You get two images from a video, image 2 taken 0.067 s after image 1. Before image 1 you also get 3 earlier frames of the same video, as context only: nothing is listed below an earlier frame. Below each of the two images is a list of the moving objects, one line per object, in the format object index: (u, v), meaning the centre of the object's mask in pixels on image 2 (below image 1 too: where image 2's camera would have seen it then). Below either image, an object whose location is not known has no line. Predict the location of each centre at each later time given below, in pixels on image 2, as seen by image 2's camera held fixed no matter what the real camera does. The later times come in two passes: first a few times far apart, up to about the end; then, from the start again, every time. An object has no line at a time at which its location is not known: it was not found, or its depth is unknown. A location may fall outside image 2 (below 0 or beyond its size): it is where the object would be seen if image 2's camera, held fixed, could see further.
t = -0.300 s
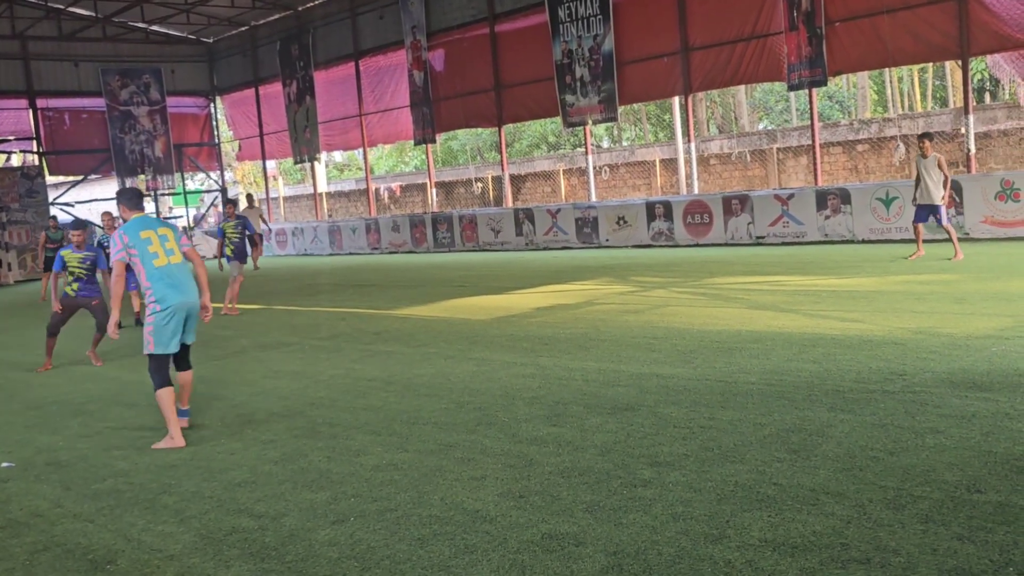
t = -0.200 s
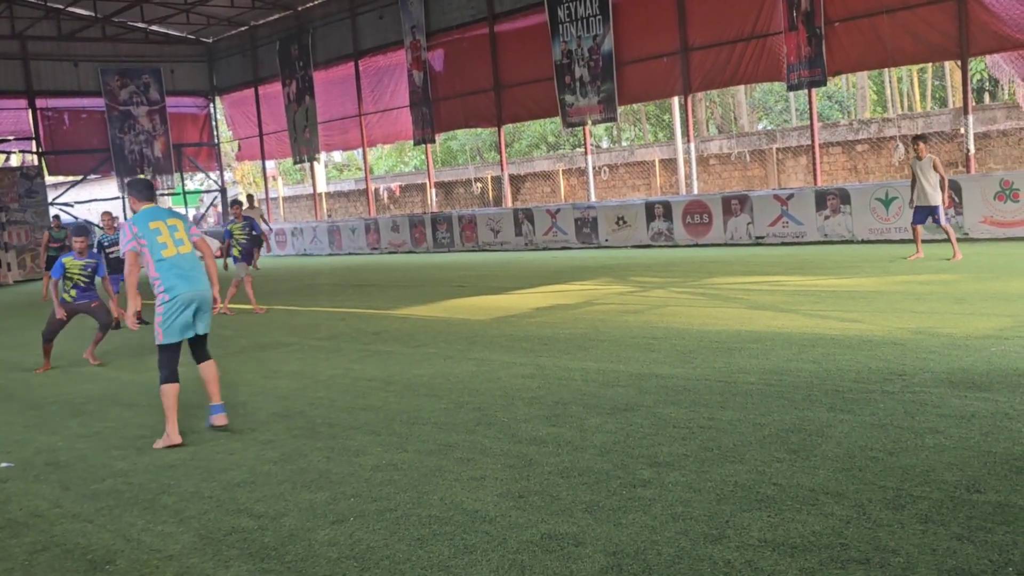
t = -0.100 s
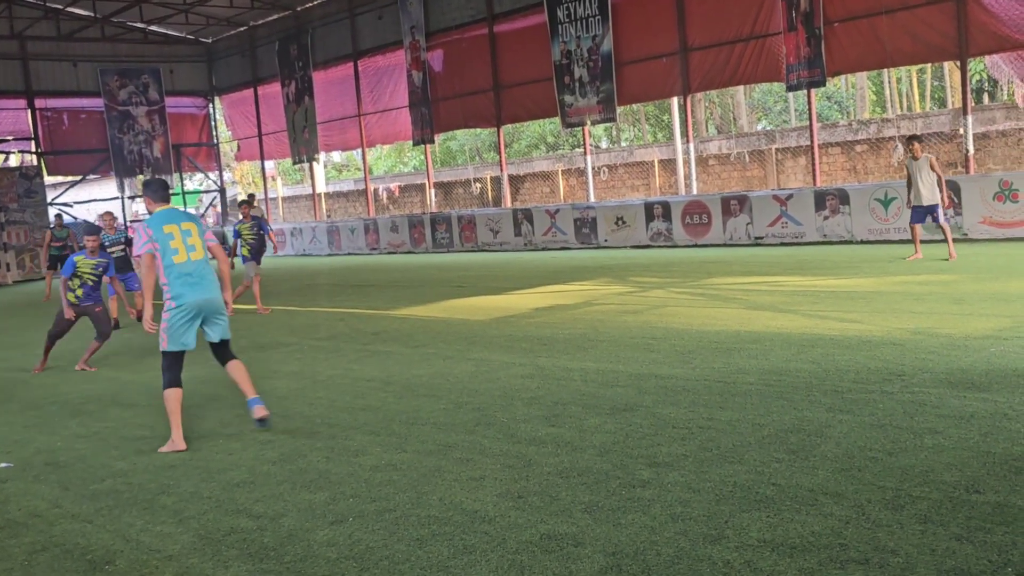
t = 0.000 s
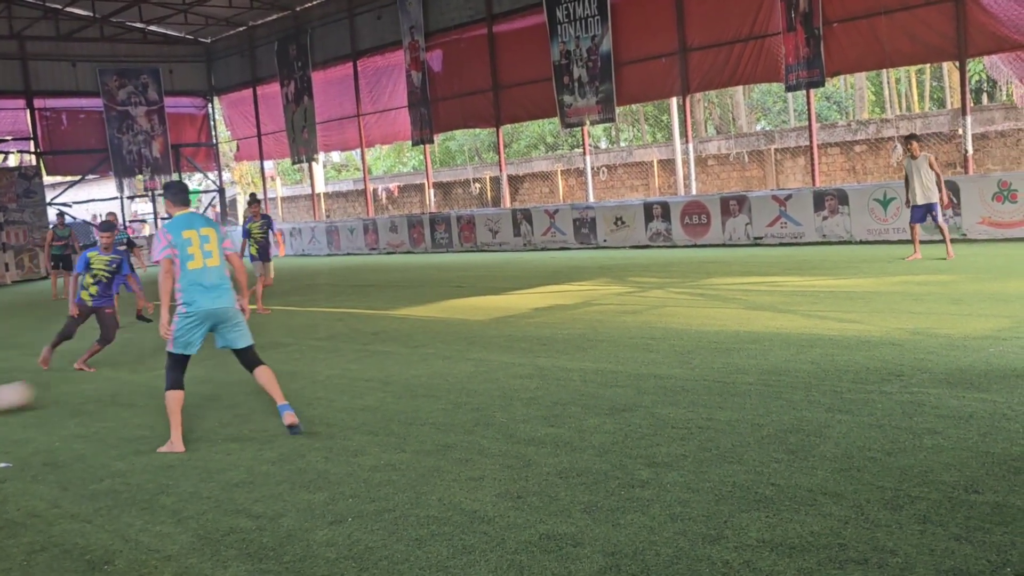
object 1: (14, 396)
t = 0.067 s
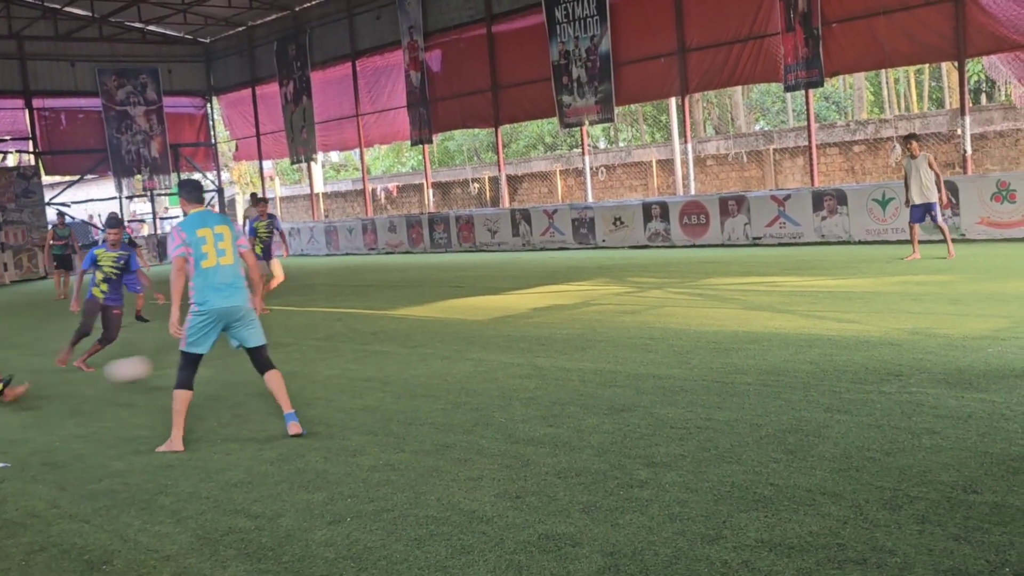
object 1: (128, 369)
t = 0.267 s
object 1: (437, 331)
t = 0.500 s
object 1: (653, 281)
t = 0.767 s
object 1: (832, 267)
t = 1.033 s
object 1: (955, 254)
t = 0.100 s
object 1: (176, 359)
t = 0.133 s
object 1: (239, 351)
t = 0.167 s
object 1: (296, 343)
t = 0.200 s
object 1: (342, 338)
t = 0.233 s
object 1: (391, 334)
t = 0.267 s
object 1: (437, 331)
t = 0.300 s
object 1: (478, 328)
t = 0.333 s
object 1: (509, 317)
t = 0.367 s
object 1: (539, 307)
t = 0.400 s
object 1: (568, 298)
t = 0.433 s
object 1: (598, 291)
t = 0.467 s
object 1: (626, 285)
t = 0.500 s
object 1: (653, 281)
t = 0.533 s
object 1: (679, 278)
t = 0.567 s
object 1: (704, 276)
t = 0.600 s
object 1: (728, 276)
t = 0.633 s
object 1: (752, 276)
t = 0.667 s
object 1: (776, 278)
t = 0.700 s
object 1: (798, 279)
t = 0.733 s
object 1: (815, 273)
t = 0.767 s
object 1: (832, 267)
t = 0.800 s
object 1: (848, 263)
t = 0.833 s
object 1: (865, 258)
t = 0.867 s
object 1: (881, 256)
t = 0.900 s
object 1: (896, 255)
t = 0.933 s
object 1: (911, 254)
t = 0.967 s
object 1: (926, 254)
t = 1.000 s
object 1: (940, 256)
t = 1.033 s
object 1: (955, 254)
